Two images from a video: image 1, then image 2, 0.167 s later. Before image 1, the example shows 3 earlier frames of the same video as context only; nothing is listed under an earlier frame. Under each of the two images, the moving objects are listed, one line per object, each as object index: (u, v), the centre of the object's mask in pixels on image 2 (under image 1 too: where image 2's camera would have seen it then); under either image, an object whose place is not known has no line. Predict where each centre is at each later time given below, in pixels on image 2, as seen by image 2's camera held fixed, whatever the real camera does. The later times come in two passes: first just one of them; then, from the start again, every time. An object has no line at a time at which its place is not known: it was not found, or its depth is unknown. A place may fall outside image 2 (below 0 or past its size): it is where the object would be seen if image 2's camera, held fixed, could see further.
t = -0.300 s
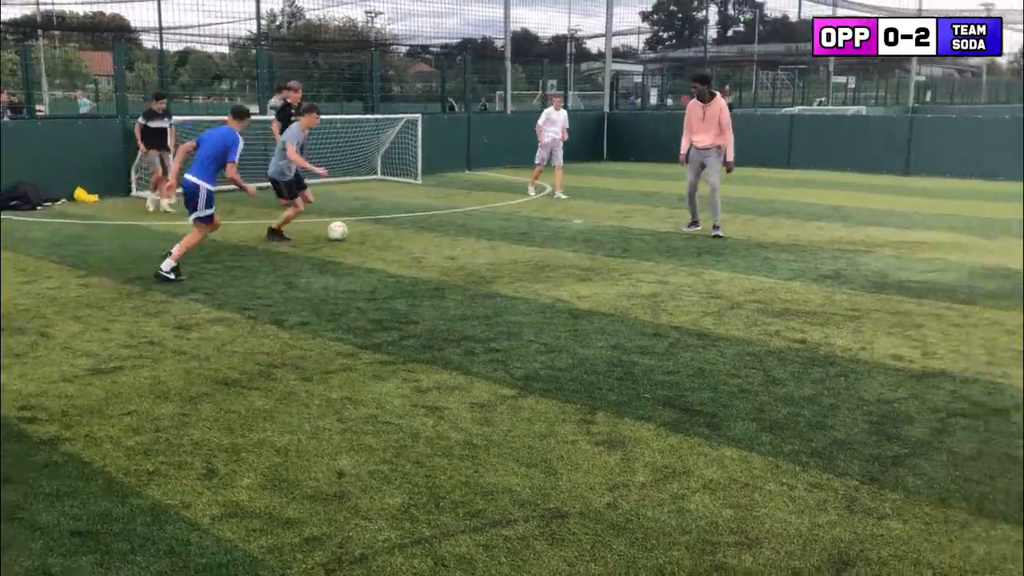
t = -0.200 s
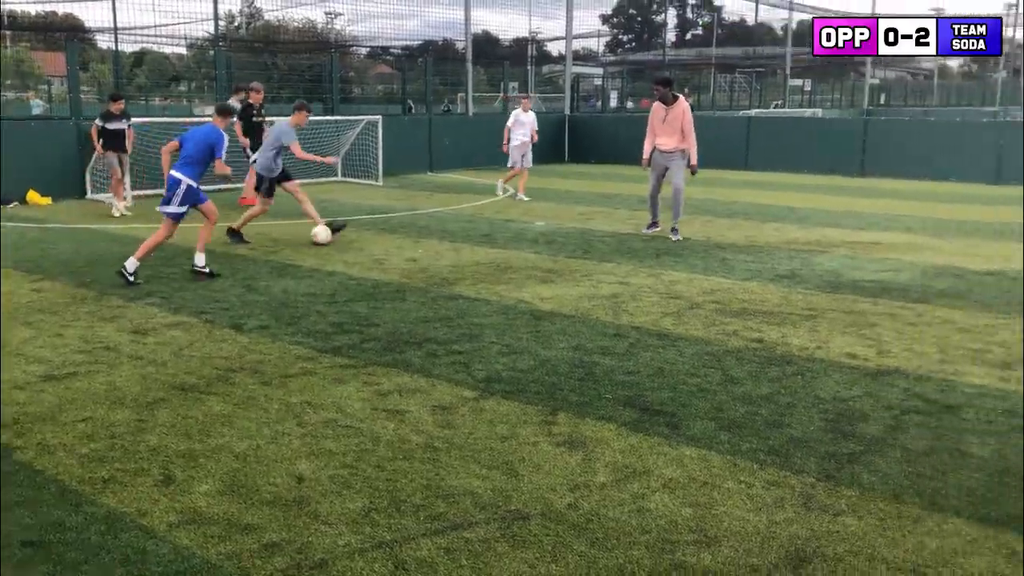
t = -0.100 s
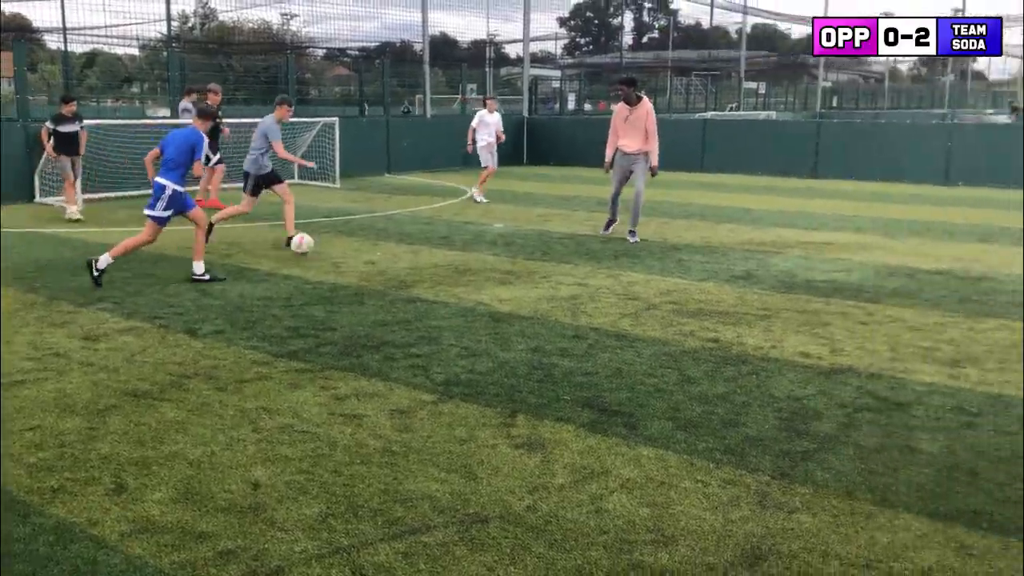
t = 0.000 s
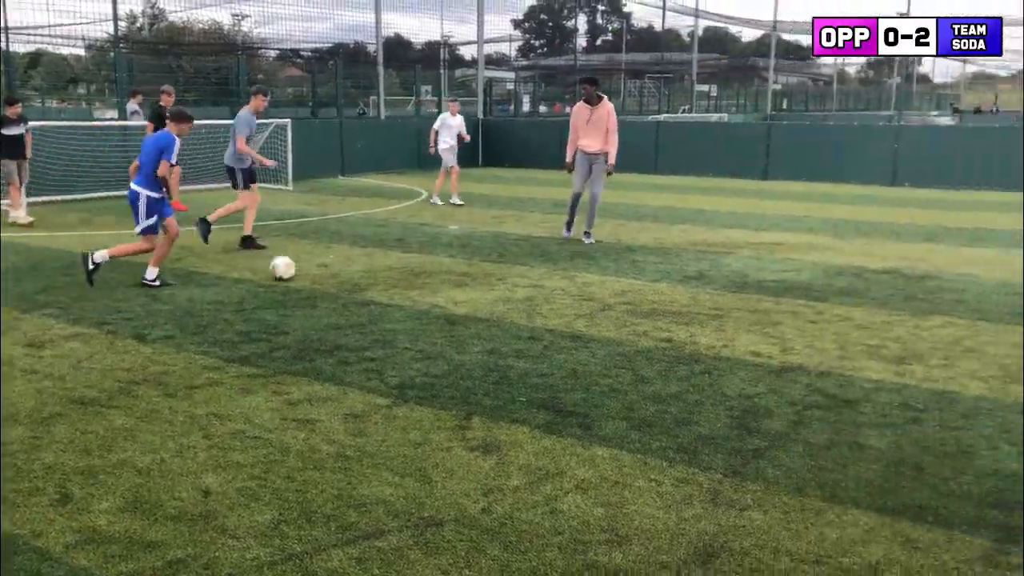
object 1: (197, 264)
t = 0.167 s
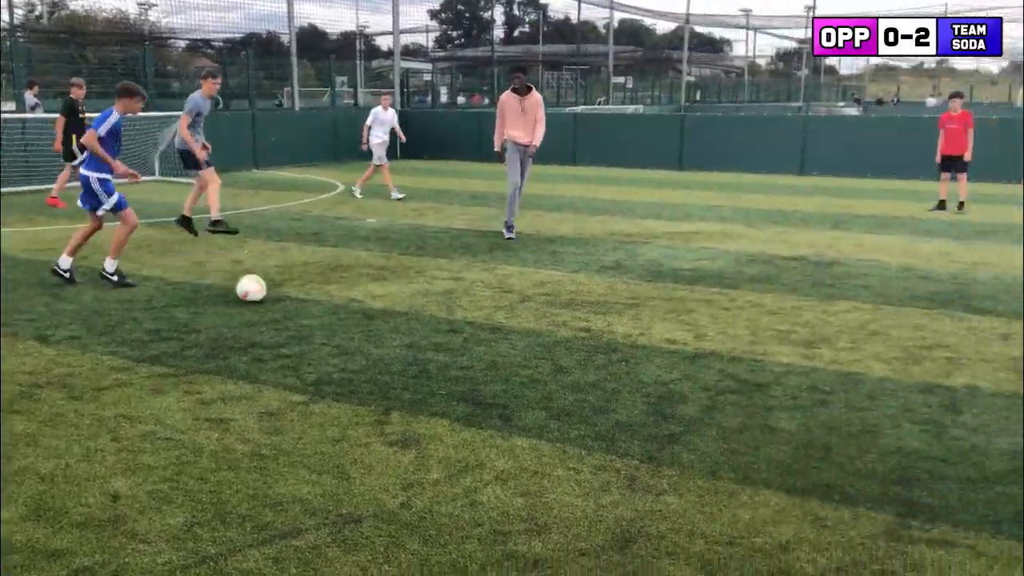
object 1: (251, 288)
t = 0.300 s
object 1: (302, 309)
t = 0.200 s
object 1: (263, 294)
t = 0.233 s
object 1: (275, 297)
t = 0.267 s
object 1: (288, 302)
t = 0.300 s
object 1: (302, 309)
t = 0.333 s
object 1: (316, 317)
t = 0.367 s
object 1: (331, 321)
